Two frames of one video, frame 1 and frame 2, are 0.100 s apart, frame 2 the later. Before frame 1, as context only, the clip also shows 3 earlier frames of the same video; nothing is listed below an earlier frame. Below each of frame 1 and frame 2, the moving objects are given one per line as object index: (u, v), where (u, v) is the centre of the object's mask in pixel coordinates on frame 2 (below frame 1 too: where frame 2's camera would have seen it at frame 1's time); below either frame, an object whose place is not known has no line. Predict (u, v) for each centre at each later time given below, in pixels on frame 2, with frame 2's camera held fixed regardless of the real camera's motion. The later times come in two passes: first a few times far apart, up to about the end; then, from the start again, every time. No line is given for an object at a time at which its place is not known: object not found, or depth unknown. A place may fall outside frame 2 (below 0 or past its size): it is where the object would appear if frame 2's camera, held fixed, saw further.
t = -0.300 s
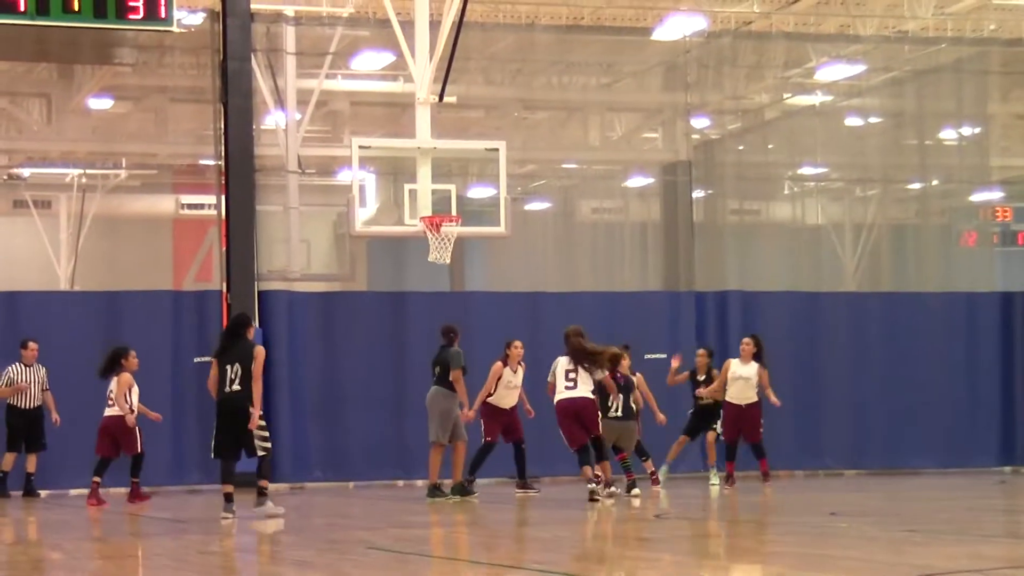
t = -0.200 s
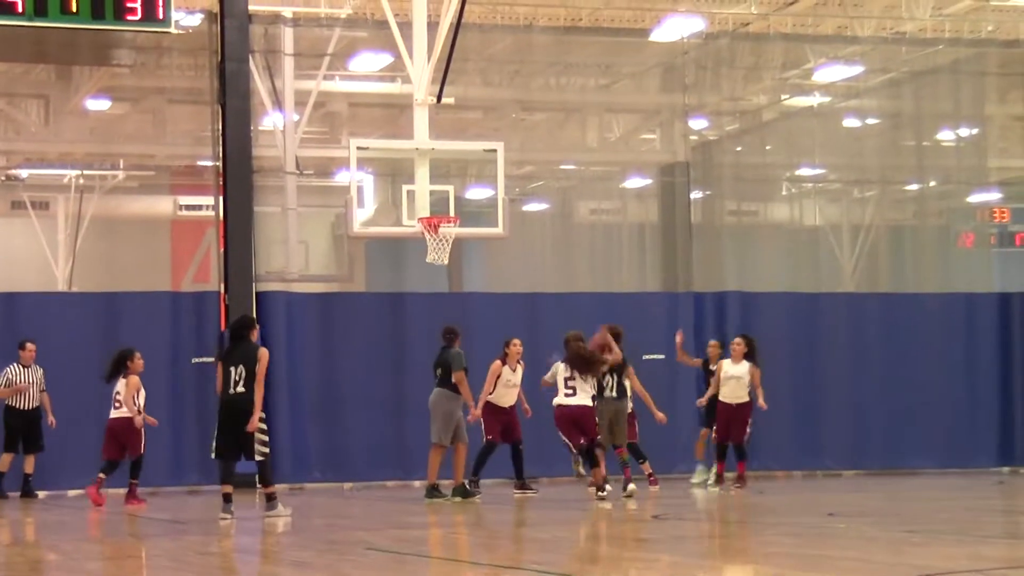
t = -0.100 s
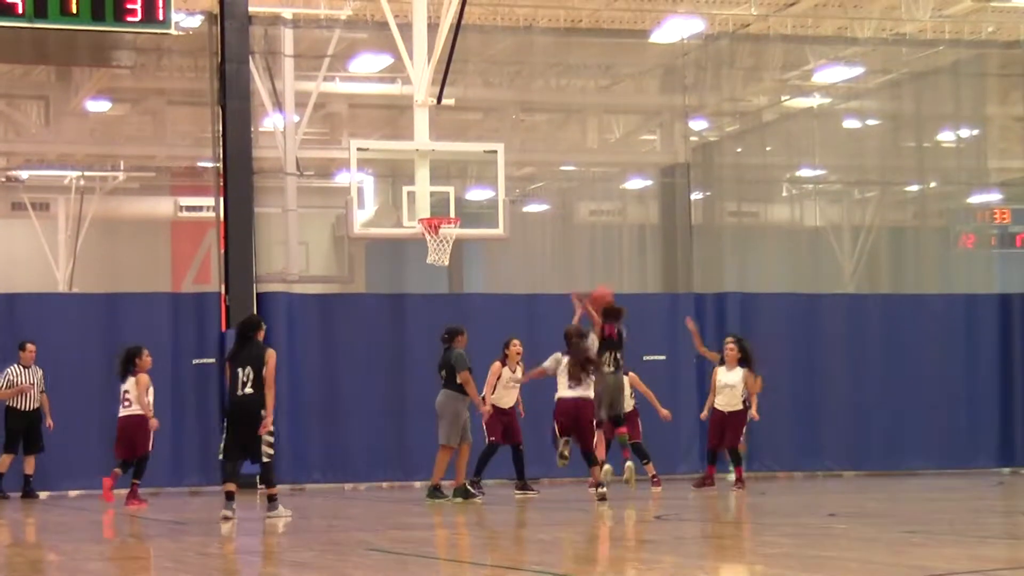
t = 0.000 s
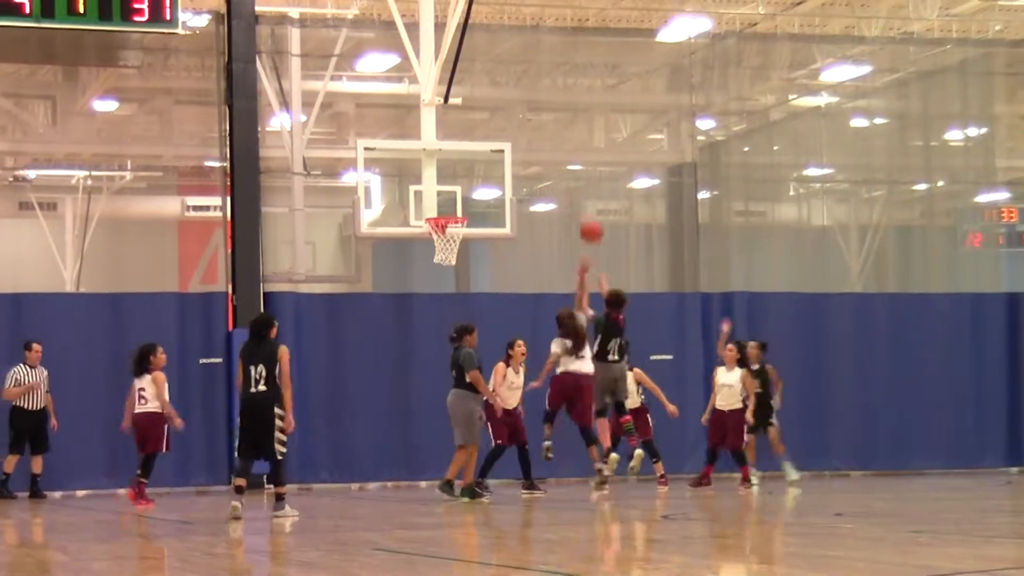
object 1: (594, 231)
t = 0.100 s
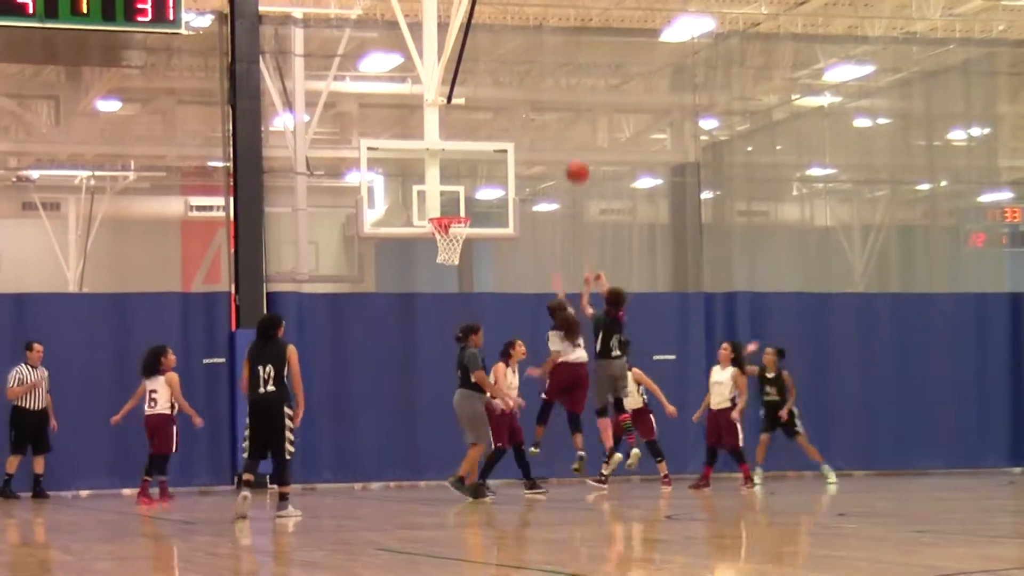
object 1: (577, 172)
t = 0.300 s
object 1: (547, 89)
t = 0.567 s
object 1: (512, 45)
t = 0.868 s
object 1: (478, 76)
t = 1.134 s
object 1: (451, 167)
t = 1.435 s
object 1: (470, 288)
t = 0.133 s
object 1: (571, 155)
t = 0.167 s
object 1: (567, 139)
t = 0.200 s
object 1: (561, 125)
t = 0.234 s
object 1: (557, 112)
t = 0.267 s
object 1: (552, 100)
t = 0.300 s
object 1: (547, 89)
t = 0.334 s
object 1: (542, 79)
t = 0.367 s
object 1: (538, 71)
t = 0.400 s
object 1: (533, 64)
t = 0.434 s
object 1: (529, 57)
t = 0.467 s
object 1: (525, 53)
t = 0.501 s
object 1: (521, 50)
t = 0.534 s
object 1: (516, 47)
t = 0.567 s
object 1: (512, 45)
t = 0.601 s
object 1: (508, 45)
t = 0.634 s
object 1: (504, 45)
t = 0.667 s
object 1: (500, 46)
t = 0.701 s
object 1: (496, 49)
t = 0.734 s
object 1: (492, 52)
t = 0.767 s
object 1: (489, 56)
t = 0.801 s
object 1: (485, 62)
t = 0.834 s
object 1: (482, 69)
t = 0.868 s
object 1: (478, 76)
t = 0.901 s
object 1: (475, 84)
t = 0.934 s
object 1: (471, 94)
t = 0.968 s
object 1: (467, 104)
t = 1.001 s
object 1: (464, 114)
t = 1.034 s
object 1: (461, 127)
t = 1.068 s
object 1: (457, 138)
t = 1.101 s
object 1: (454, 152)
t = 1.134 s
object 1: (451, 167)
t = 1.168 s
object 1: (448, 182)
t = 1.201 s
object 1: (445, 198)
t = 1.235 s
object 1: (442, 216)
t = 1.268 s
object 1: (444, 228)
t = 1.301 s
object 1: (449, 237)
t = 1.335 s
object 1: (456, 251)
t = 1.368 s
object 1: (462, 264)
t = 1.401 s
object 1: (466, 276)
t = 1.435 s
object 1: (470, 288)
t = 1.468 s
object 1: (475, 302)
